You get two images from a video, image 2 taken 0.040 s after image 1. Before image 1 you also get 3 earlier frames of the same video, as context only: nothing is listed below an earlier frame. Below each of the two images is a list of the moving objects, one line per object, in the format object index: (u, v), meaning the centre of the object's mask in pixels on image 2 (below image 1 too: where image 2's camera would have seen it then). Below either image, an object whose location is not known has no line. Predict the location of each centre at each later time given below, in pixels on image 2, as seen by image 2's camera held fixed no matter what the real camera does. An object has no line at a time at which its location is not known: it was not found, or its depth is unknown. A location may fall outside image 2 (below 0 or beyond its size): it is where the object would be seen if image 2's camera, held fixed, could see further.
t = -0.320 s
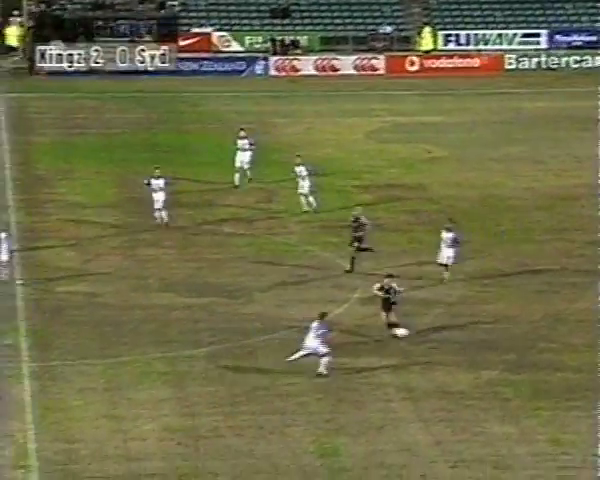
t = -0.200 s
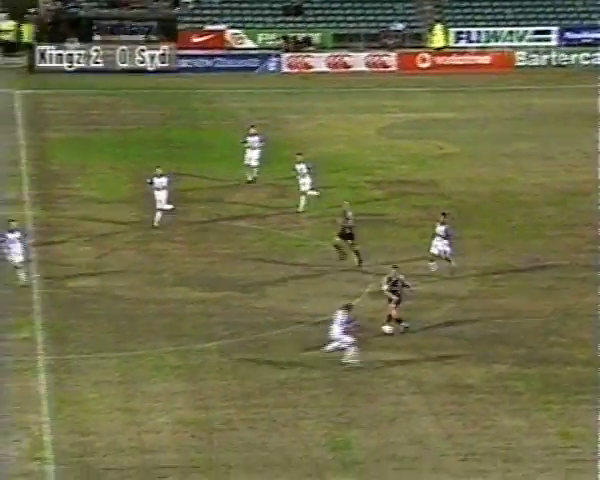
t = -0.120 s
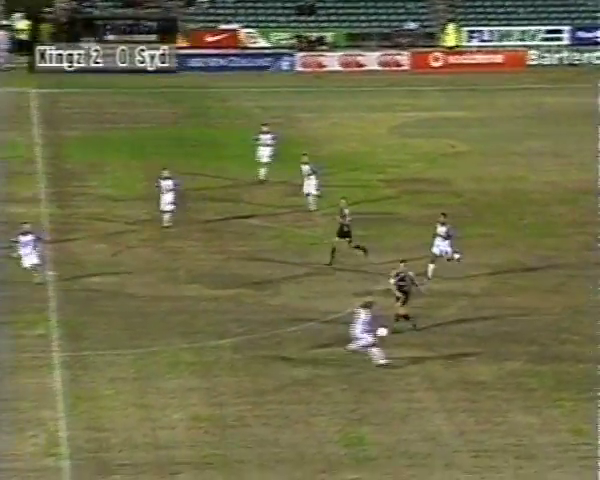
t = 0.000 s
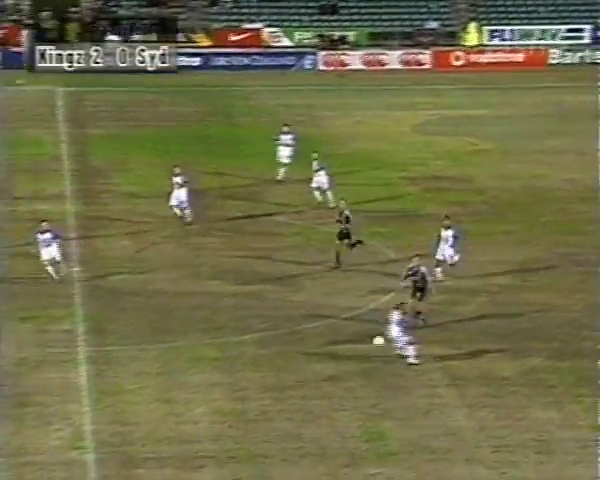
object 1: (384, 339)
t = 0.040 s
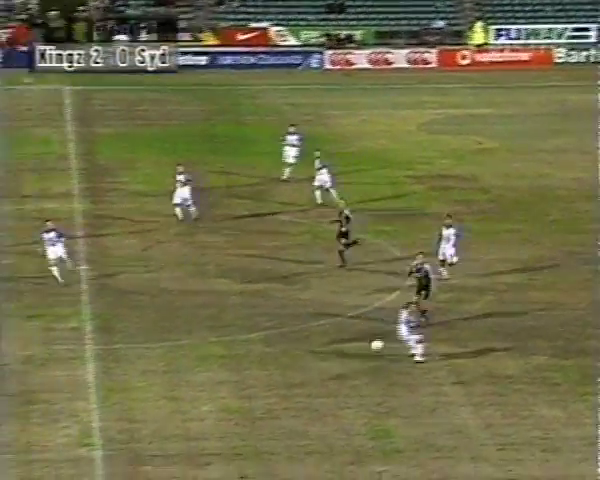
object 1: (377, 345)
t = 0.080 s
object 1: (369, 351)
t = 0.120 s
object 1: (361, 358)
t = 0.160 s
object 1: (353, 367)
